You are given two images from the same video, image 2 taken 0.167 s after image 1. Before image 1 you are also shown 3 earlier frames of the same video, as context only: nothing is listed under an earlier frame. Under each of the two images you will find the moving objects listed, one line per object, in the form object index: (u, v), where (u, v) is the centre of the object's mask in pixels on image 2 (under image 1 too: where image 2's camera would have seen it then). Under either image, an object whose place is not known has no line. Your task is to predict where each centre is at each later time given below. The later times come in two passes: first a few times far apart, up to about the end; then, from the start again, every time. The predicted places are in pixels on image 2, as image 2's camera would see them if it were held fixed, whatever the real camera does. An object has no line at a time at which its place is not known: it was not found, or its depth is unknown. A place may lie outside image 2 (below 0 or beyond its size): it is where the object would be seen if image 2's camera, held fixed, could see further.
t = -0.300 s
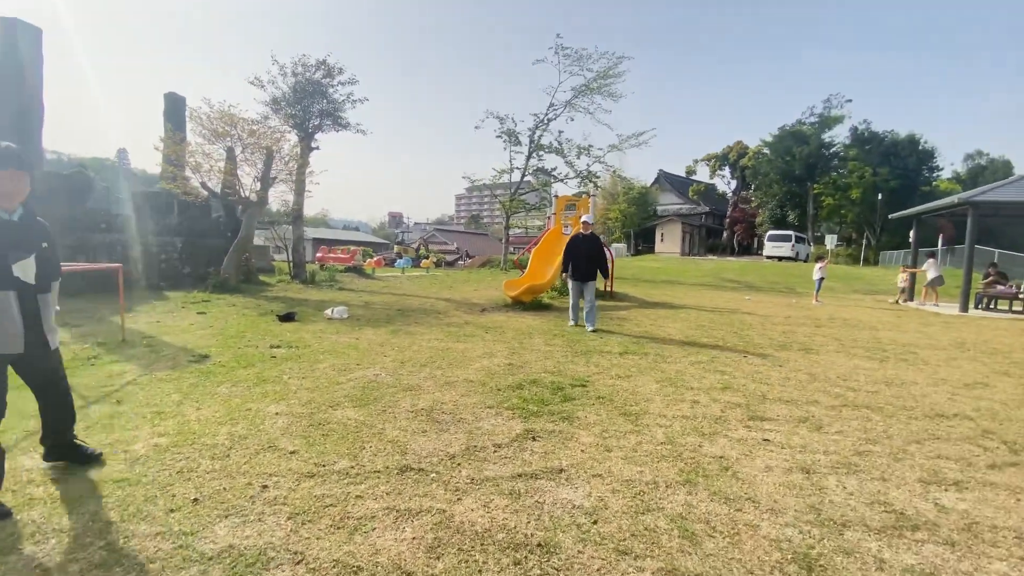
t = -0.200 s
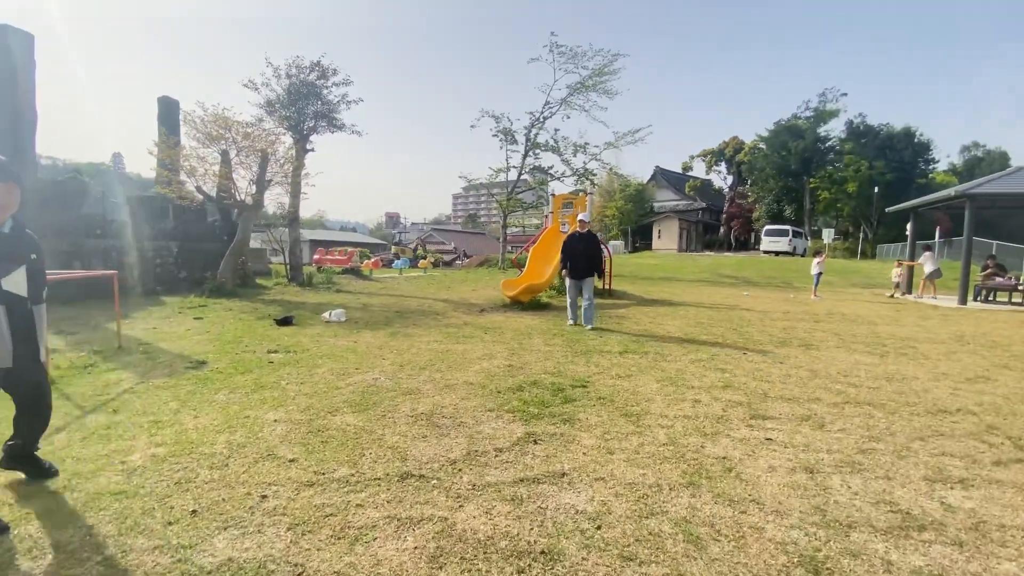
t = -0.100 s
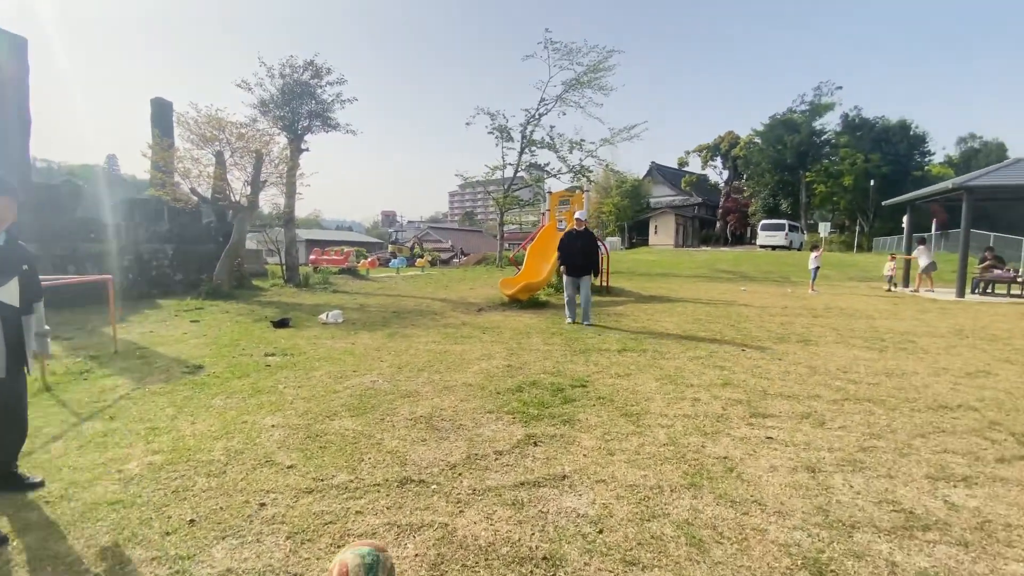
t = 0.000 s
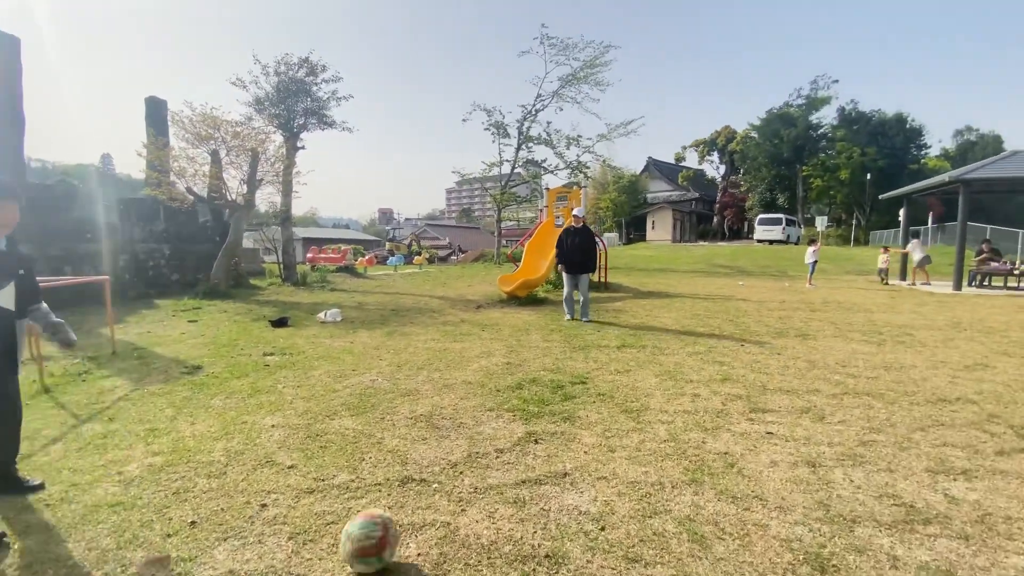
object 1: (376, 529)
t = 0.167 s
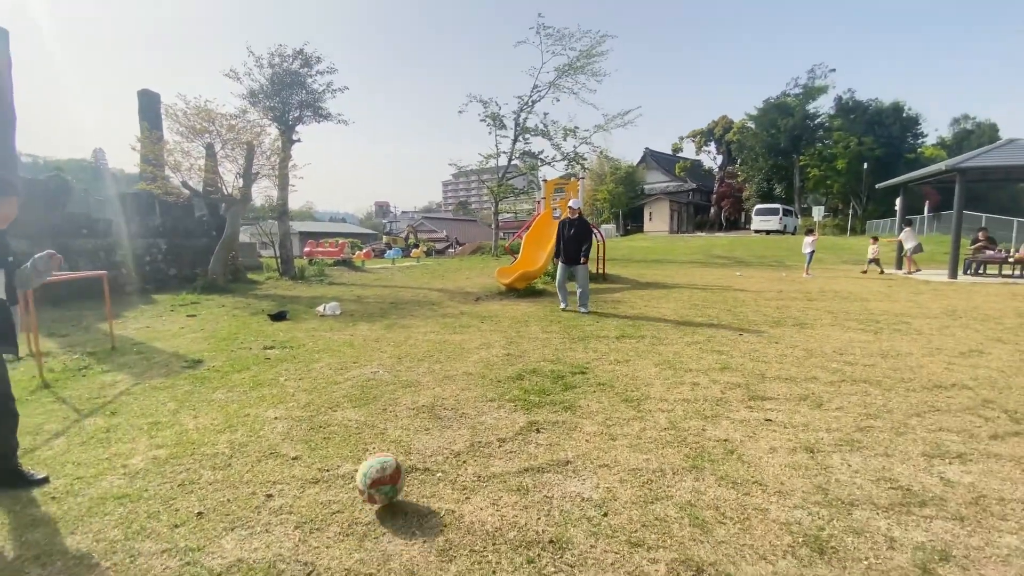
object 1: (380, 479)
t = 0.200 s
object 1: (381, 473)
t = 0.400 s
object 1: (386, 439)
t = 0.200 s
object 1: (381, 473)
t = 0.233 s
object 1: (383, 469)
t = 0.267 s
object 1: (384, 462)
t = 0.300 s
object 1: (384, 455)
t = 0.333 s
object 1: (386, 451)
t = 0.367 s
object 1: (387, 444)
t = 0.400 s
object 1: (386, 439)
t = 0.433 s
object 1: (386, 435)
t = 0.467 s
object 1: (386, 430)
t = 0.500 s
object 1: (386, 426)
